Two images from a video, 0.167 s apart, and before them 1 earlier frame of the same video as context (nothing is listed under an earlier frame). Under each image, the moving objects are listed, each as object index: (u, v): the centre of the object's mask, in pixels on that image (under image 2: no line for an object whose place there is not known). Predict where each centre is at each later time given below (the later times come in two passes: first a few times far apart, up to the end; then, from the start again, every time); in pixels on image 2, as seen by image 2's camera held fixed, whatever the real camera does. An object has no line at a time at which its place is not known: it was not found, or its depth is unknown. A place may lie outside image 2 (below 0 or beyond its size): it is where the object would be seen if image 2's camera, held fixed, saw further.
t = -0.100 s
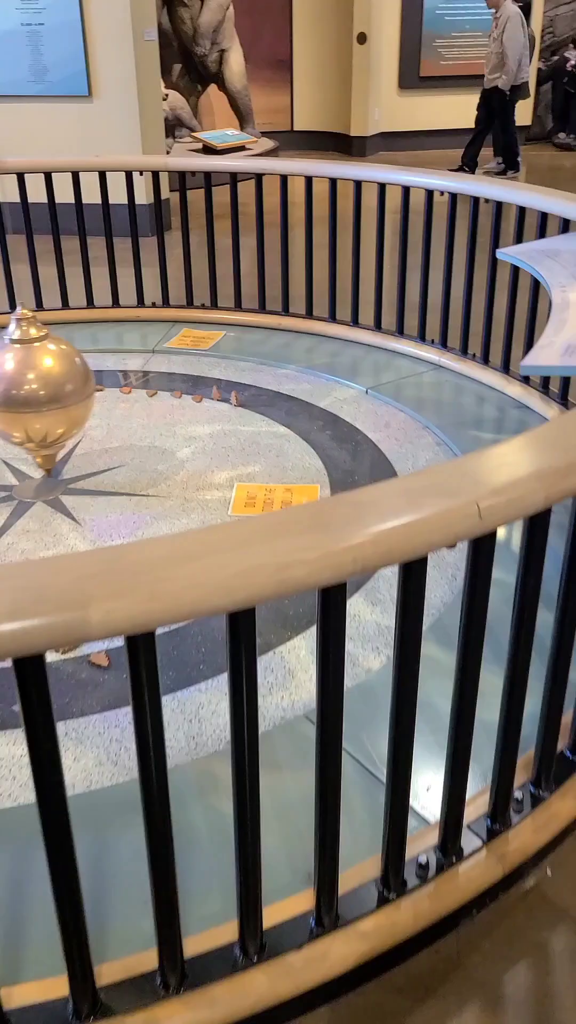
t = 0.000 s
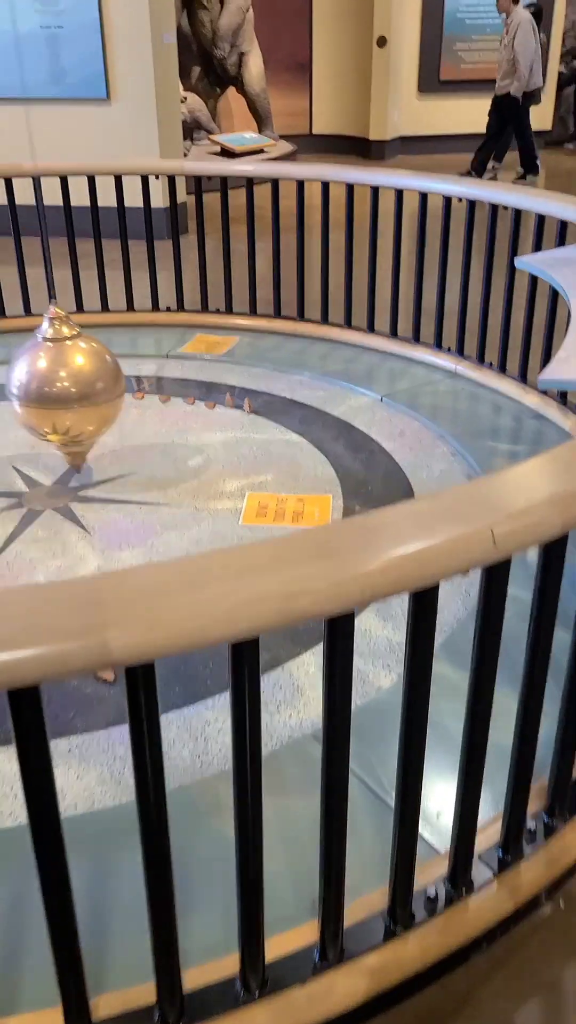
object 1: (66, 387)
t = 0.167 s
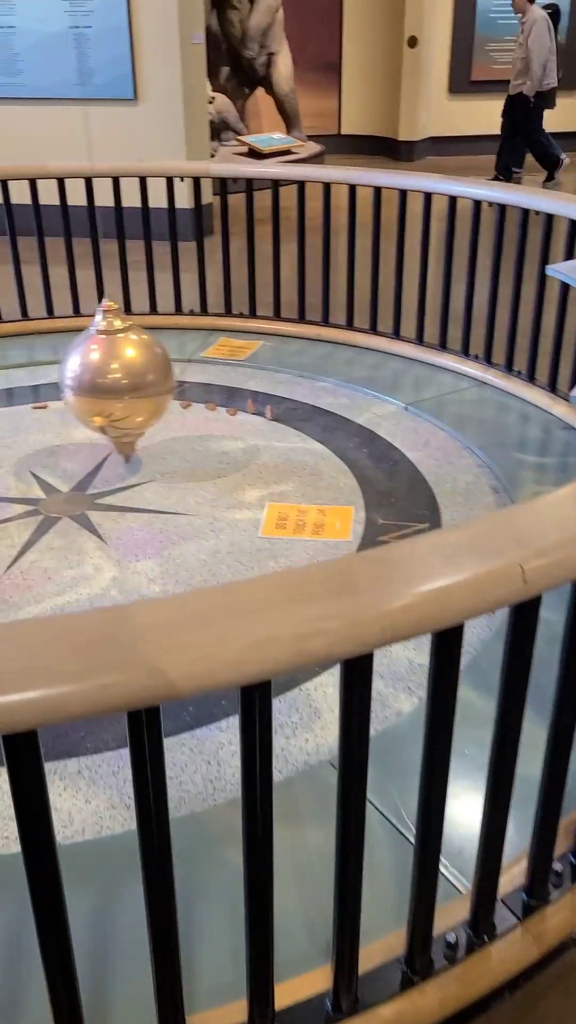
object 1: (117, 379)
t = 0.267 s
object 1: (135, 369)
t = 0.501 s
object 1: (171, 352)
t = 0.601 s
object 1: (186, 343)
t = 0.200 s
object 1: (123, 376)
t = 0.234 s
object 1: (129, 373)
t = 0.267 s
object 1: (135, 369)
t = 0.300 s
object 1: (141, 367)
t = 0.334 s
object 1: (146, 365)
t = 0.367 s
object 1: (152, 362)
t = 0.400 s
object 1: (157, 360)
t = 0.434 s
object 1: (162, 357)
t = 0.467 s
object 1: (167, 354)
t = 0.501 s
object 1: (171, 352)
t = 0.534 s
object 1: (176, 349)
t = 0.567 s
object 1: (181, 347)
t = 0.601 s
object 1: (186, 343)
